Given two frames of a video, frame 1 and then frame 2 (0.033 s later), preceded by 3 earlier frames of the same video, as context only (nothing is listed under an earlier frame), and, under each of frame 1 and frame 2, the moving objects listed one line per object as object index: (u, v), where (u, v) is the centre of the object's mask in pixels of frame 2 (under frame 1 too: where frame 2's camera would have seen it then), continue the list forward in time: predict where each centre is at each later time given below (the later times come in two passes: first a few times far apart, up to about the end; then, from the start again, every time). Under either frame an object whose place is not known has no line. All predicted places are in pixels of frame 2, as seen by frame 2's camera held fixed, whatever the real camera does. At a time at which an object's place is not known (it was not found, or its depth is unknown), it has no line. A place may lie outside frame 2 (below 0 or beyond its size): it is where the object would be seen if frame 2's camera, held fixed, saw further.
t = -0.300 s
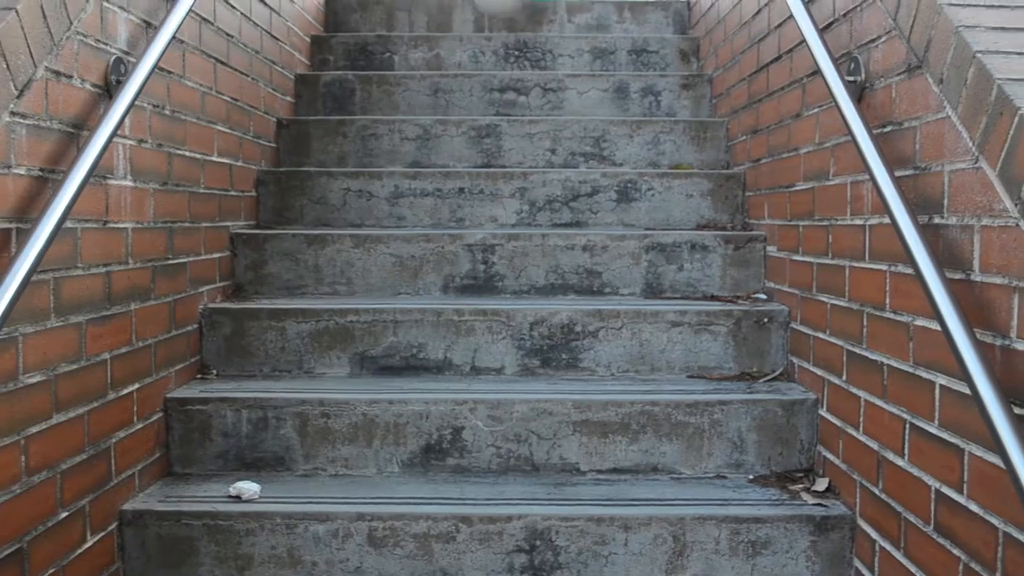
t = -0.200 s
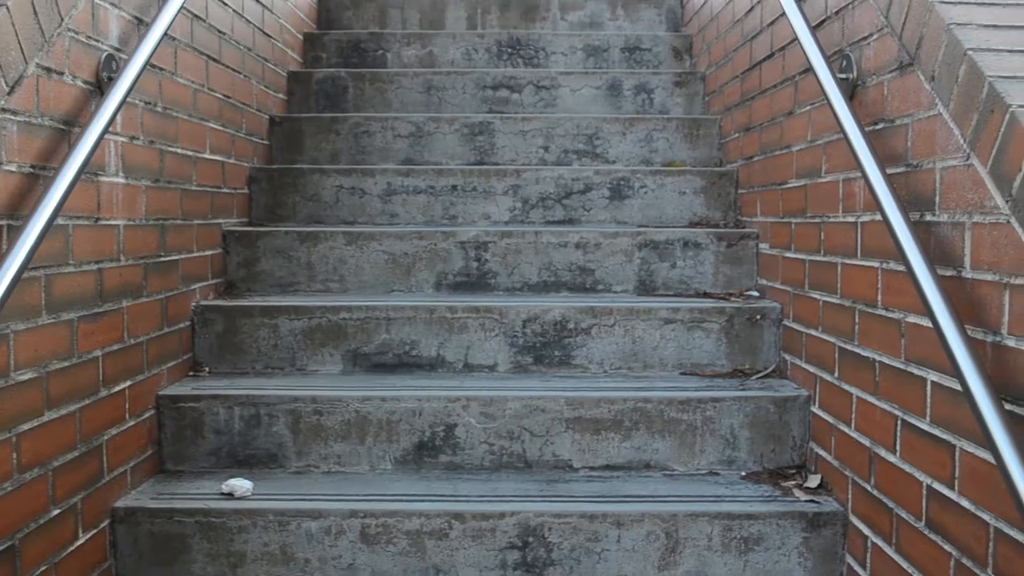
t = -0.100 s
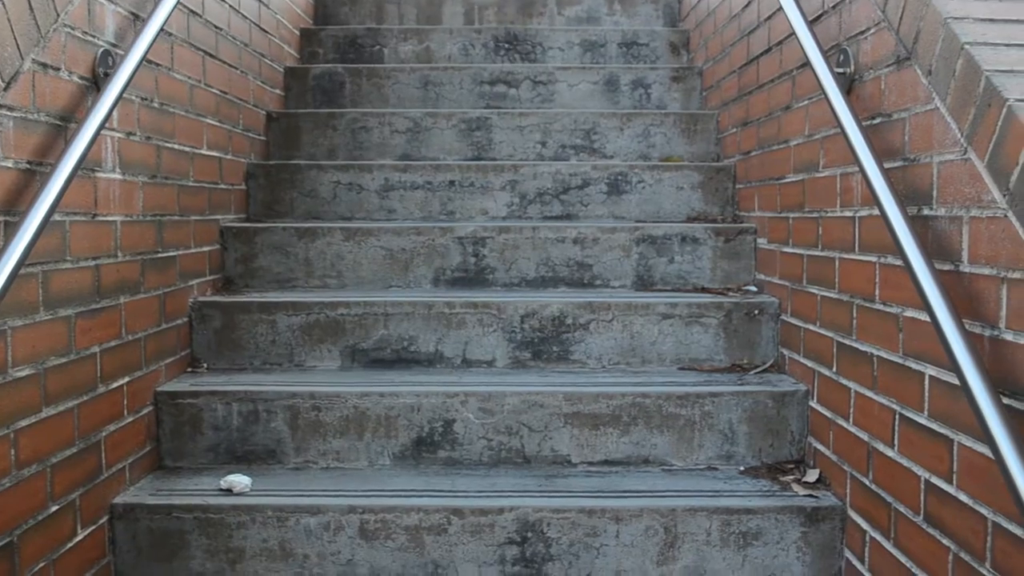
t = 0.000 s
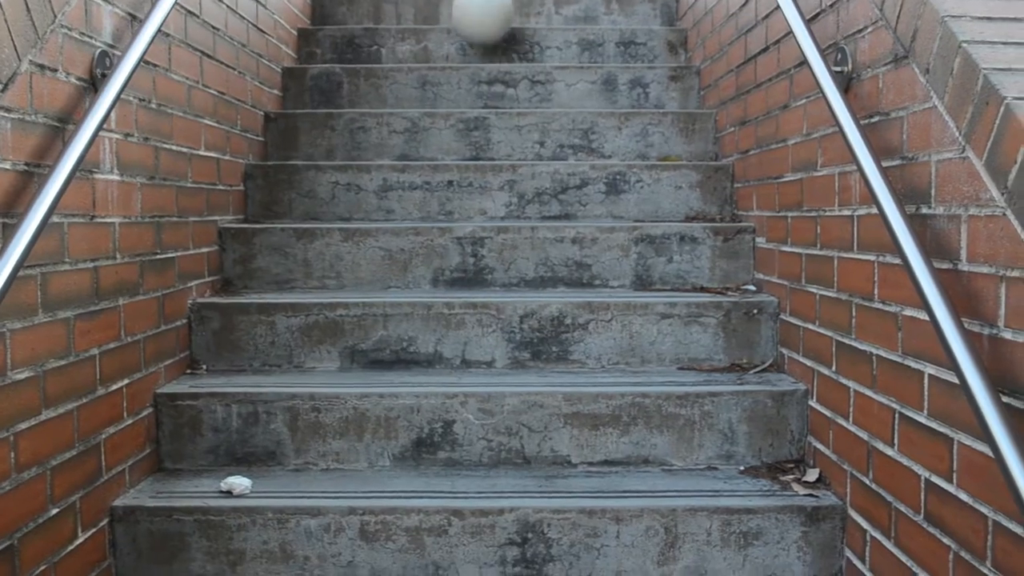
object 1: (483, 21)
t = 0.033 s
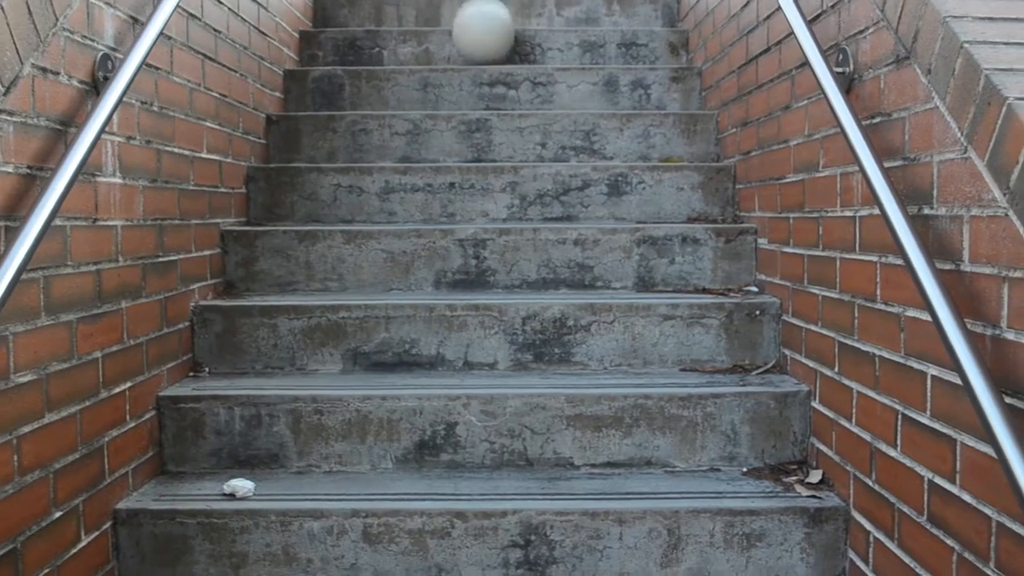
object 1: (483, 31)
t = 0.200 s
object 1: (480, 3)
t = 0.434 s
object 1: (474, 27)
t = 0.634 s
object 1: (467, 62)
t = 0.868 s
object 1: (455, 59)
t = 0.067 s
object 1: (483, 31)
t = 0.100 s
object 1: (481, 19)
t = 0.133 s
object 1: (481, 12)
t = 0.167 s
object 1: (480, 7)
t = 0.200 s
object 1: (480, 3)
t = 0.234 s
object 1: (479, 2)
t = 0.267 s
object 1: (479, 1)
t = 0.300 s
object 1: (478, 2)
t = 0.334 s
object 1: (476, 5)
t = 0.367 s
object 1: (476, 8)
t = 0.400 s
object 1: (475, 15)
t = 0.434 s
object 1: (474, 27)
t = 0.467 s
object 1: (473, 40)
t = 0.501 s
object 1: (472, 38)
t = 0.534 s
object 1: (471, 39)
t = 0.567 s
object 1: (470, 43)
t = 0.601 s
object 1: (469, 52)
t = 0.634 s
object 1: (467, 62)
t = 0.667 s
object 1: (466, 79)
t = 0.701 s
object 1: (465, 99)
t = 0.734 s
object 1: (464, 122)
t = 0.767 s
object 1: (462, 110)
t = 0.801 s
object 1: (460, 89)
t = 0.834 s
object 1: (458, 74)
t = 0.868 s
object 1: (455, 59)
